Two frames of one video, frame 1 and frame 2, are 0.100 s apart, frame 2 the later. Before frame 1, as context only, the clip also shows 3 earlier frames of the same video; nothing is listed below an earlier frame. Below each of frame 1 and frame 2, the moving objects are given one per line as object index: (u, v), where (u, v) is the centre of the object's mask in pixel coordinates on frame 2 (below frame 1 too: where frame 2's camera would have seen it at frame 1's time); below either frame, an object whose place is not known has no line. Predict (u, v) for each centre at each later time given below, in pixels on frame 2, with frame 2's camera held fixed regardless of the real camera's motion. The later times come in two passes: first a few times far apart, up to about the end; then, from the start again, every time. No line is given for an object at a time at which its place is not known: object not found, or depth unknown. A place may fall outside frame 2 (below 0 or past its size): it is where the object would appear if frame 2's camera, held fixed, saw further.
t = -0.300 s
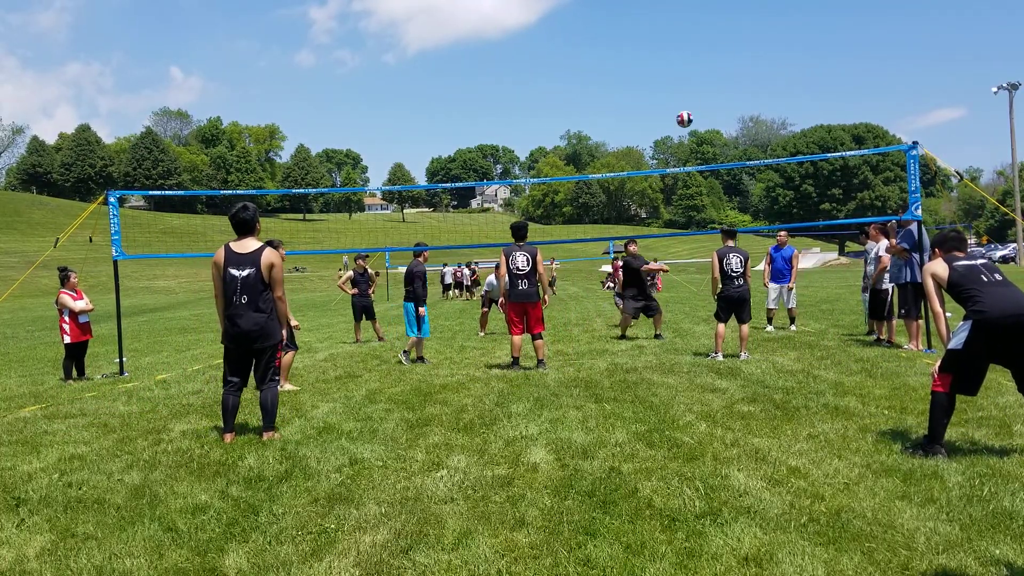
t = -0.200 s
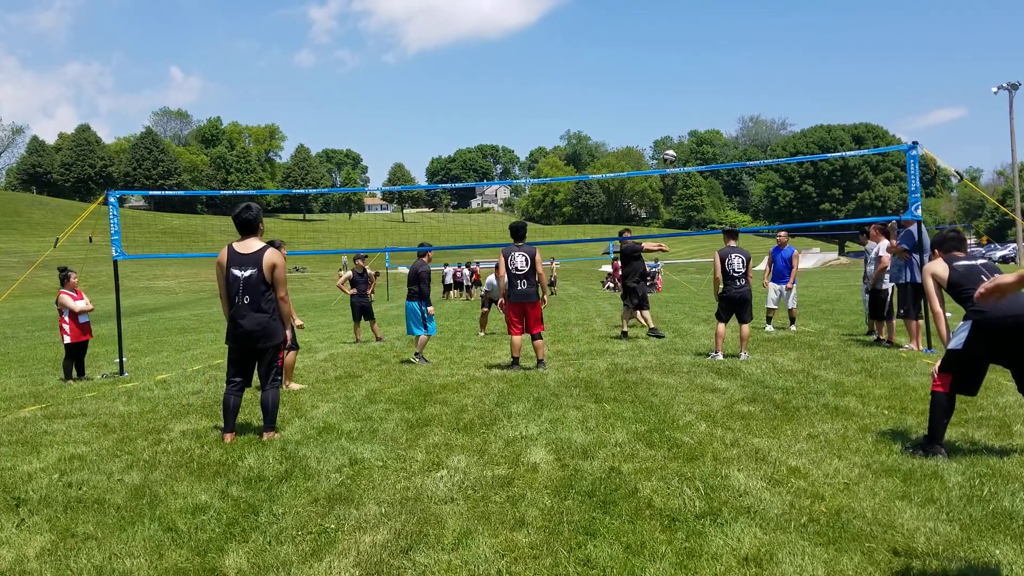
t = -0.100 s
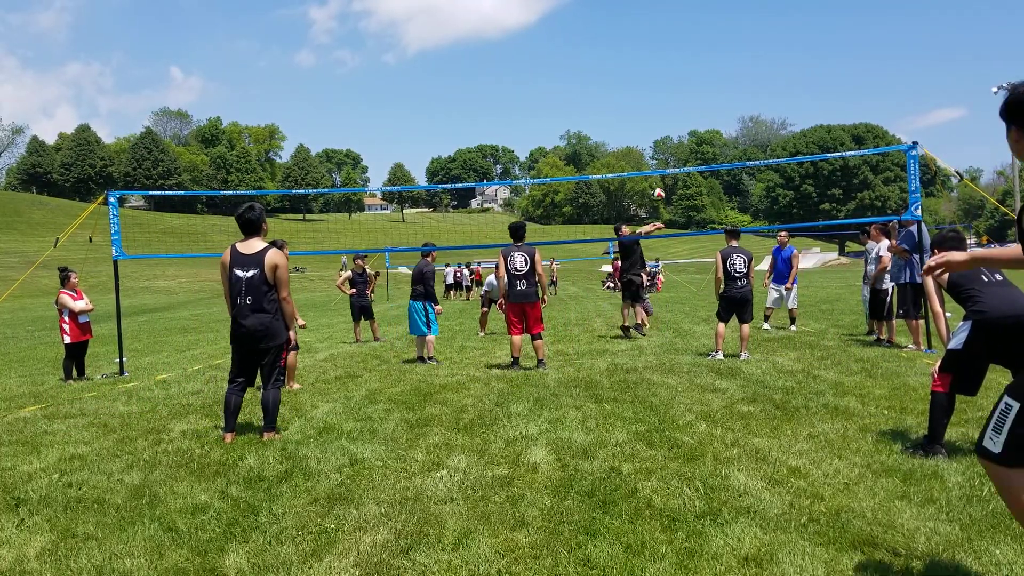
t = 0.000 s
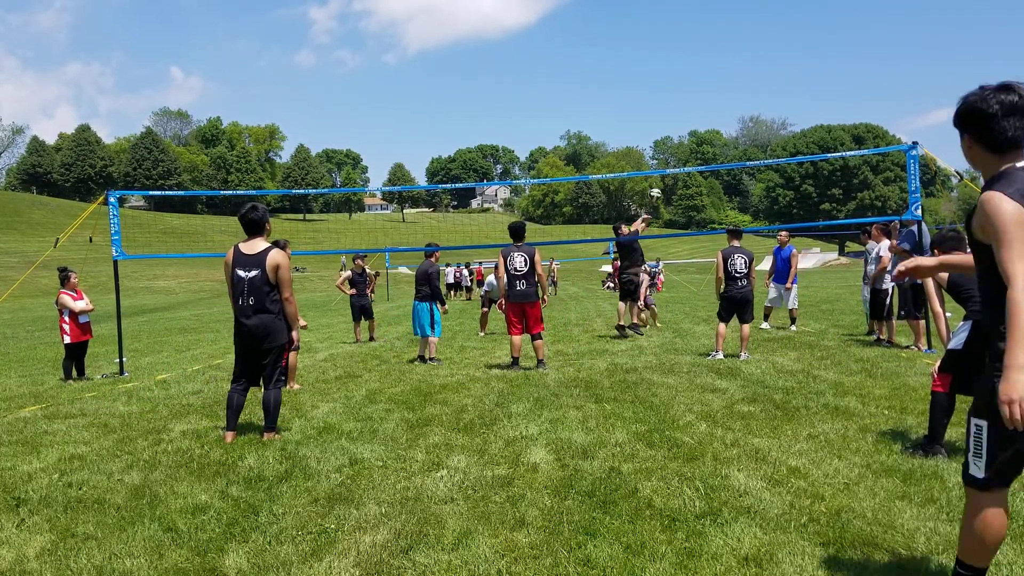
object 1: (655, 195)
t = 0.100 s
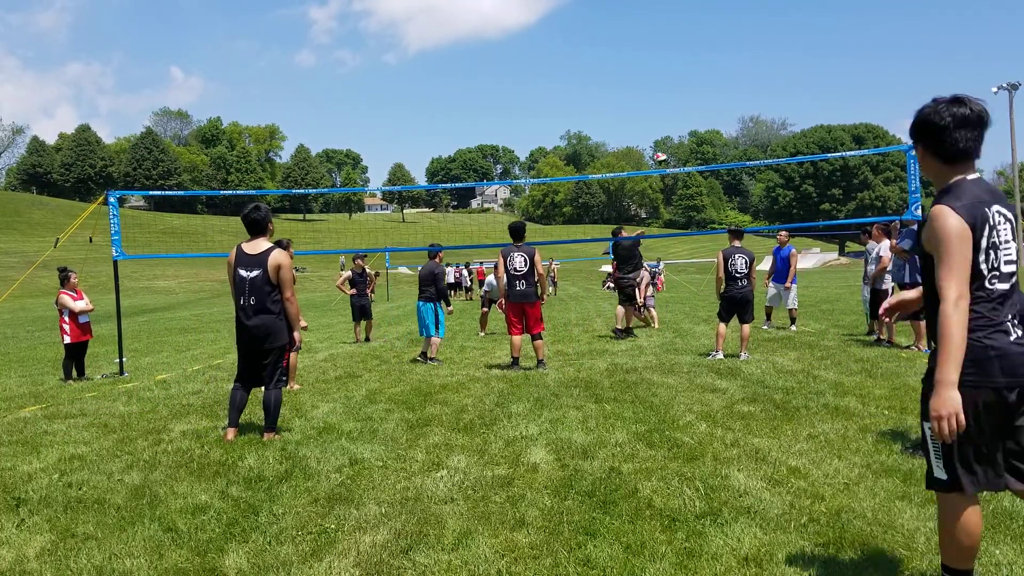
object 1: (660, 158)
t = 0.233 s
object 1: (667, 120)
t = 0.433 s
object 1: (679, 82)
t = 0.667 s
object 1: (694, 68)
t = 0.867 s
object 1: (707, 83)
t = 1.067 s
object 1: (721, 124)
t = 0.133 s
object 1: (662, 147)
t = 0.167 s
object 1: (663, 138)
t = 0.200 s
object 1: (666, 129)
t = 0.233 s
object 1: (667, 120)
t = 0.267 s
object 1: (669, 112)
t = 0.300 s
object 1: (671, 105)
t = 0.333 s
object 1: (673, 98)
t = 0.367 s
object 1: (675, 92)
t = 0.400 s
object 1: (677, 87)
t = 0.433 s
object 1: (679, 82)
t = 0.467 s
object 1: (680, 78)
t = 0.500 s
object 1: (683, 74)
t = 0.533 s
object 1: (685, 71)
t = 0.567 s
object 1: (687, 70)
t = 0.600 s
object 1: (689, 68)
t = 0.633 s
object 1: (691, 68)
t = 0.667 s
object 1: (694, 68)
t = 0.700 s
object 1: (696, 68)
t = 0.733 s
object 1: (698, 70)
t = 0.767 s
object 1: (700, 72)
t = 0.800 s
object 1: (702, 75)
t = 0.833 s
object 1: (705, 78)
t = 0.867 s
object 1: (707, 83)
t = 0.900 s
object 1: (709, 88)
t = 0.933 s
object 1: (711, 93)
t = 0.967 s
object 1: (714, 100)
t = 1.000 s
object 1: (716, 107)
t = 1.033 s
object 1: (719, 115)
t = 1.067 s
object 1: (721, 124)
